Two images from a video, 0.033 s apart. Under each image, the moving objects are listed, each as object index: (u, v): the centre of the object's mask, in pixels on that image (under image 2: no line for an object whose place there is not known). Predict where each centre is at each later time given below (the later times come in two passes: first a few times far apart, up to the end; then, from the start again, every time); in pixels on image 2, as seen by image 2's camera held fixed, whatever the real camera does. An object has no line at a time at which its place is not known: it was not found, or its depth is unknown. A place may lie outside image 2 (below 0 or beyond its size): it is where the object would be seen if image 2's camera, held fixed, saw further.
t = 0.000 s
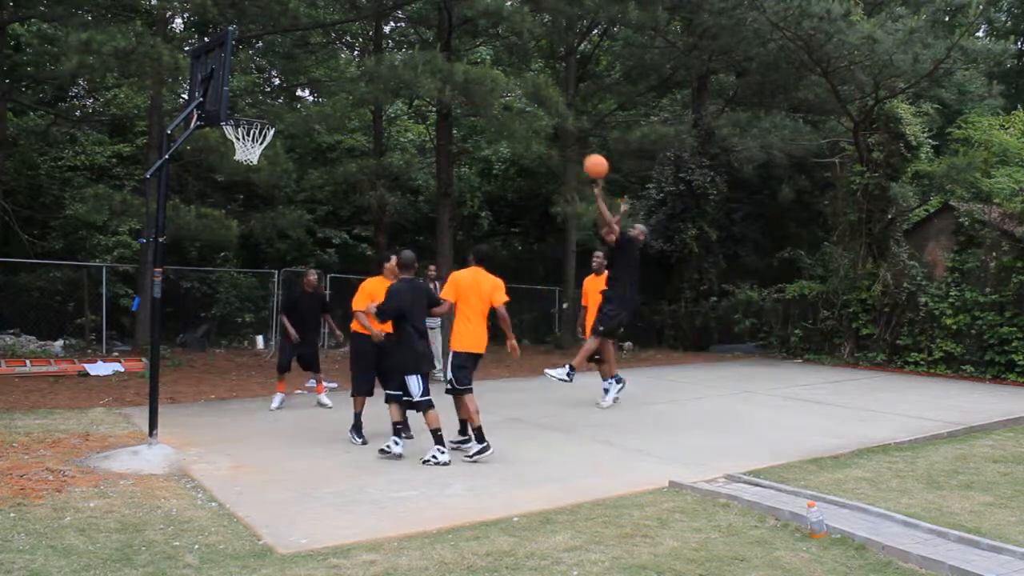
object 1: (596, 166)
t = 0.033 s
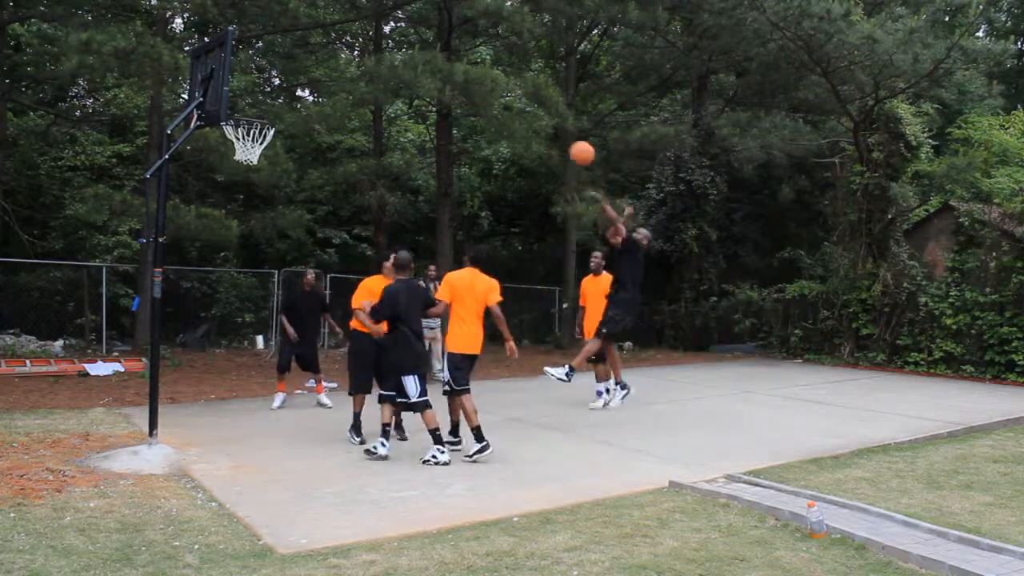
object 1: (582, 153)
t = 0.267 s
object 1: (482, 89)
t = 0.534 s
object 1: (360, 79)
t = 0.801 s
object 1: (271, 102)
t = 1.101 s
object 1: (253, 113)
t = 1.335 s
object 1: (237, 190)
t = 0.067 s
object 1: (568, 140)
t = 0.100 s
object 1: (553, 129)
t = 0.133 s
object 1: (539, 119)
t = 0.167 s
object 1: (525, 109)
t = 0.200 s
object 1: (511, 102)
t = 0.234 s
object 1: (497, 95)
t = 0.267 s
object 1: (482, 89)
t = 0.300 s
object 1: (467, 84)
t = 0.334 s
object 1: (451, 79)
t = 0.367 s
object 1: (437, 76)
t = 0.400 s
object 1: (422, 75)
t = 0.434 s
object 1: (407, 75)
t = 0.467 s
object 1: (392, 75)
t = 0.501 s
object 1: (376, 77)
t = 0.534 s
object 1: (360, 79)
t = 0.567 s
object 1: (345, 84)
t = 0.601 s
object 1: (328, 89)
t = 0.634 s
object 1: (312, 95)
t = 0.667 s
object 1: (295, 104)
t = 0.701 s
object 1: (279, 114)
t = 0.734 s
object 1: (275, 112)
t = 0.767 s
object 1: (273, 106)
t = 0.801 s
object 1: (271, 102)
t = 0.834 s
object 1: (269, 99)
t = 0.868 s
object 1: (267, 98)
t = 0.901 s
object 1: (265, 97)
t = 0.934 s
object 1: (263, 98)
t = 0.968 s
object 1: (261, 99)
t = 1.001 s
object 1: (258, 102)
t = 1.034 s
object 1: (256, 106)
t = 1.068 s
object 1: (254, 110)
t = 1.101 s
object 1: (253, 113)
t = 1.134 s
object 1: (249, 124)
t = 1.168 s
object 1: (247, 131)
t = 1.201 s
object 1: (247, 139)
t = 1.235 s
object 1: (242, 154)
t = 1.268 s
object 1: (241, 166)
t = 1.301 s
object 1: (239, 178)
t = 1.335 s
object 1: (237, 190)
